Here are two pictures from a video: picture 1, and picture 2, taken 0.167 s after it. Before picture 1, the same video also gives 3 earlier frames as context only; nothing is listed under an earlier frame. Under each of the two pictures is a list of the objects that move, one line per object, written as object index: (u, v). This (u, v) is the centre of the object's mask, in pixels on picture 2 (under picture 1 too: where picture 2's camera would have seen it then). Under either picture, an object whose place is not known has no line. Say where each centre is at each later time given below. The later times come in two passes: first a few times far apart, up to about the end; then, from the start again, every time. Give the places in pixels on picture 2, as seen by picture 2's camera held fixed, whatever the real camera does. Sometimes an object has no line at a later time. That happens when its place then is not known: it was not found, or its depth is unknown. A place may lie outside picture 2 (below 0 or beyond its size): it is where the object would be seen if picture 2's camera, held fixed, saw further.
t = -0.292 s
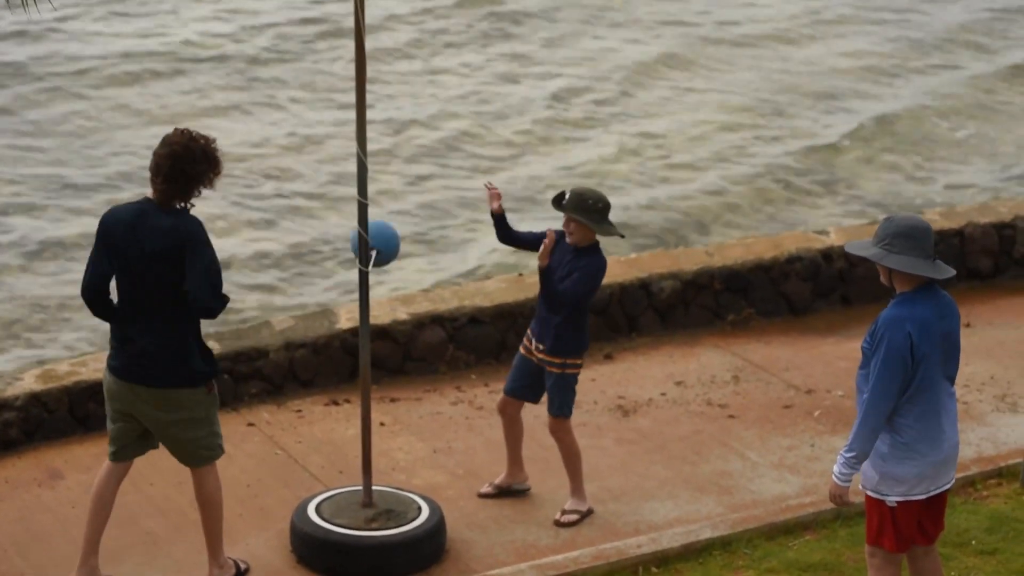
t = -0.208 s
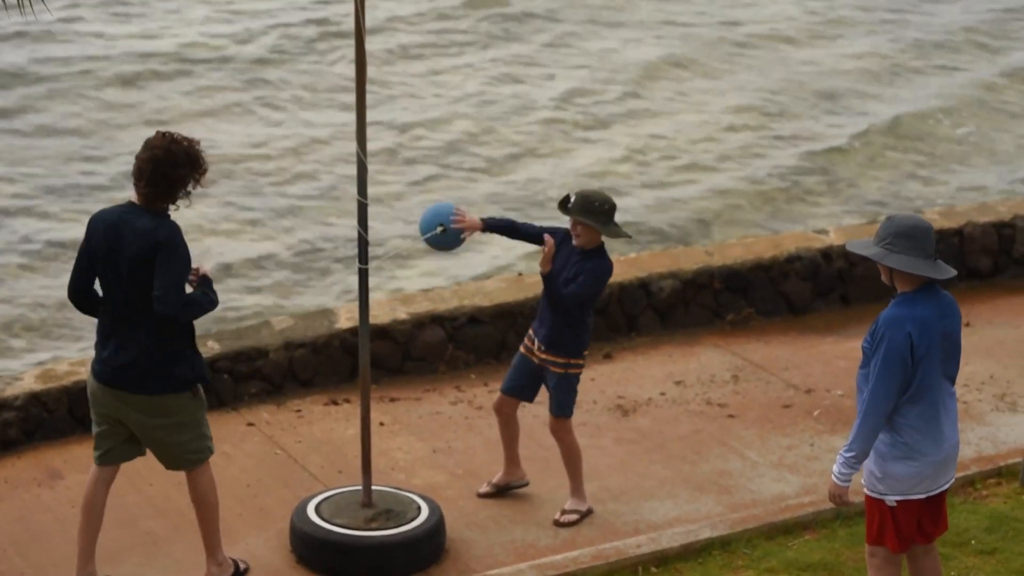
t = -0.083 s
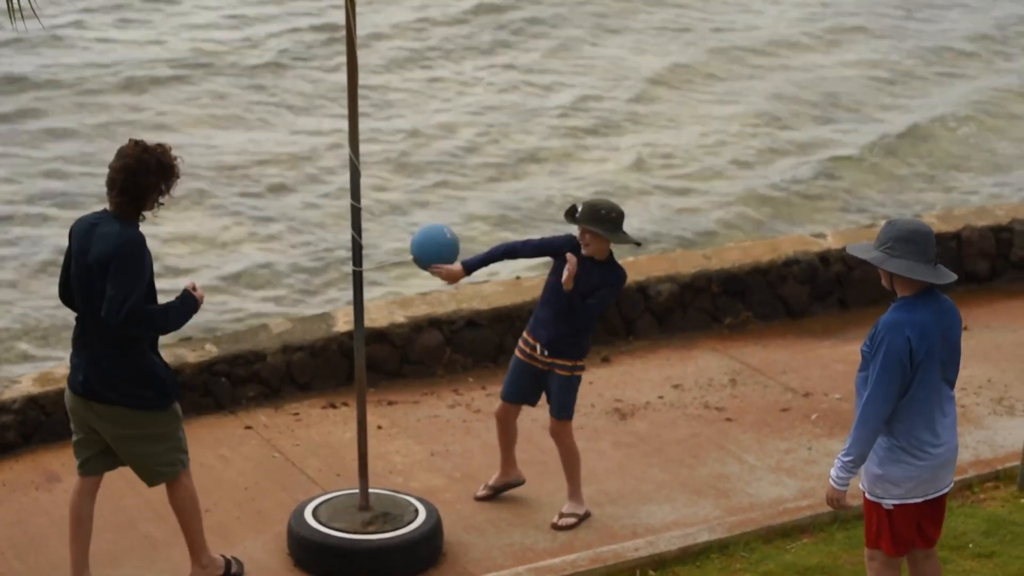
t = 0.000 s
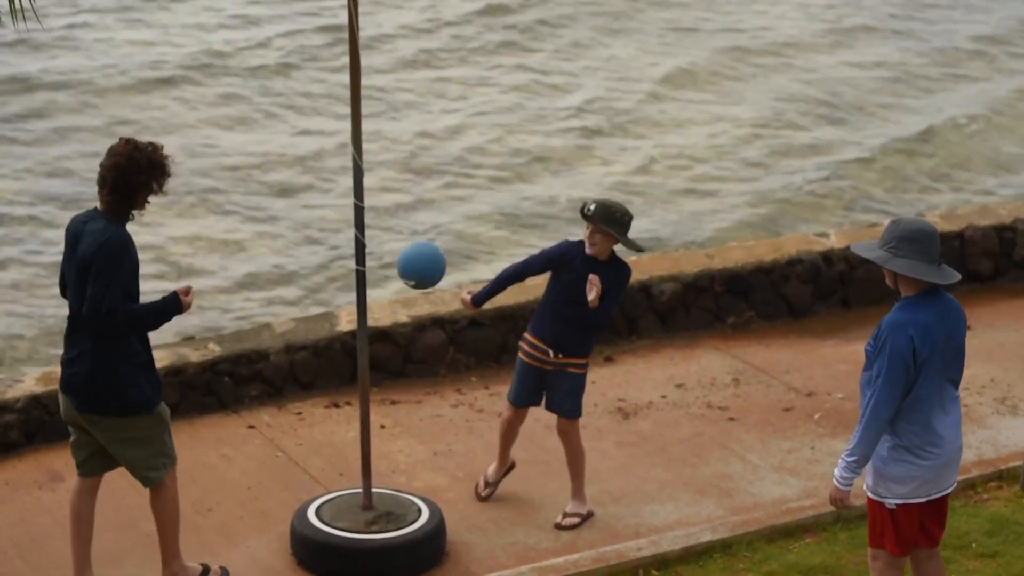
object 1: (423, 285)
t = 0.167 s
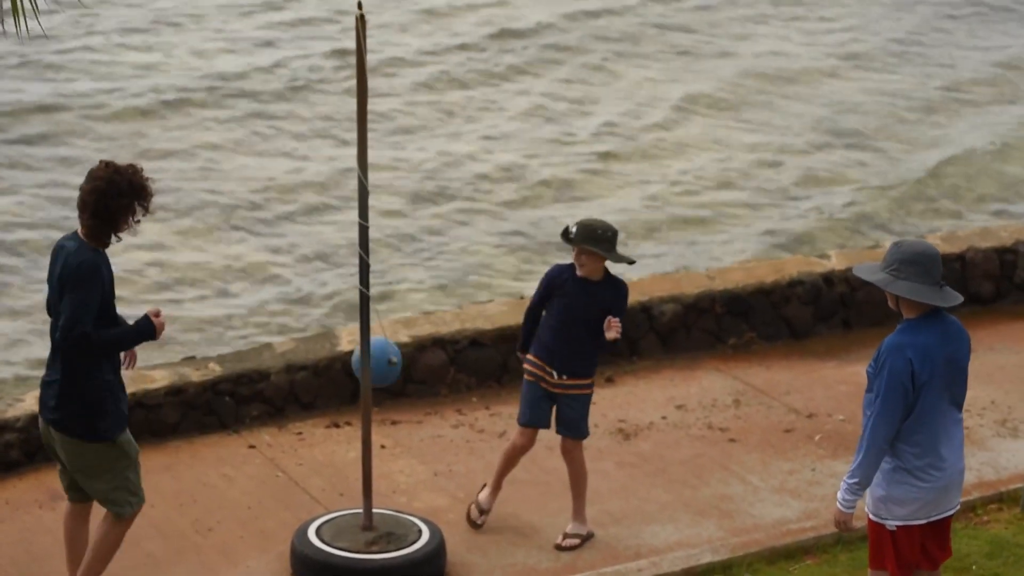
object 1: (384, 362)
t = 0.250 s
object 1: (345, 407)
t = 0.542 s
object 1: (287, 384)
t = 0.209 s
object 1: (361, 386)
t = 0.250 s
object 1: (345, 407)
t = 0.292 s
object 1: (339, 412)
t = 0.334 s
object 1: (324, 409)
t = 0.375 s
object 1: (308, 405)
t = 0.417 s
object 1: (297, 400)
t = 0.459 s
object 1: (290, 394)
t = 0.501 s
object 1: (286, 388)
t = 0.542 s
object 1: (287, 384)
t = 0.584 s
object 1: (289, 383)
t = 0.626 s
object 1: (292, 386)
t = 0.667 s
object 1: (294, 392)
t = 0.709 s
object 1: (298, 401)
